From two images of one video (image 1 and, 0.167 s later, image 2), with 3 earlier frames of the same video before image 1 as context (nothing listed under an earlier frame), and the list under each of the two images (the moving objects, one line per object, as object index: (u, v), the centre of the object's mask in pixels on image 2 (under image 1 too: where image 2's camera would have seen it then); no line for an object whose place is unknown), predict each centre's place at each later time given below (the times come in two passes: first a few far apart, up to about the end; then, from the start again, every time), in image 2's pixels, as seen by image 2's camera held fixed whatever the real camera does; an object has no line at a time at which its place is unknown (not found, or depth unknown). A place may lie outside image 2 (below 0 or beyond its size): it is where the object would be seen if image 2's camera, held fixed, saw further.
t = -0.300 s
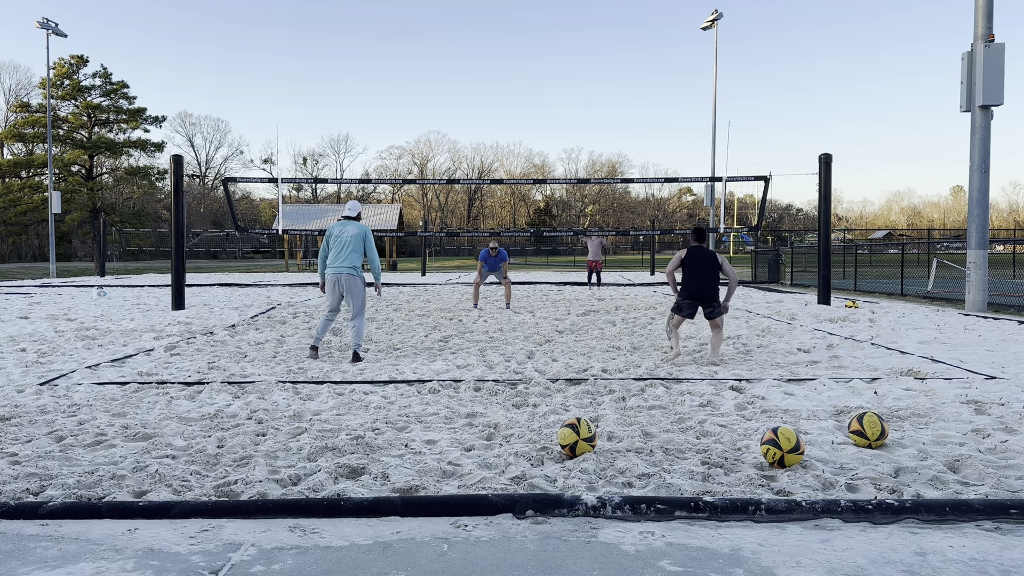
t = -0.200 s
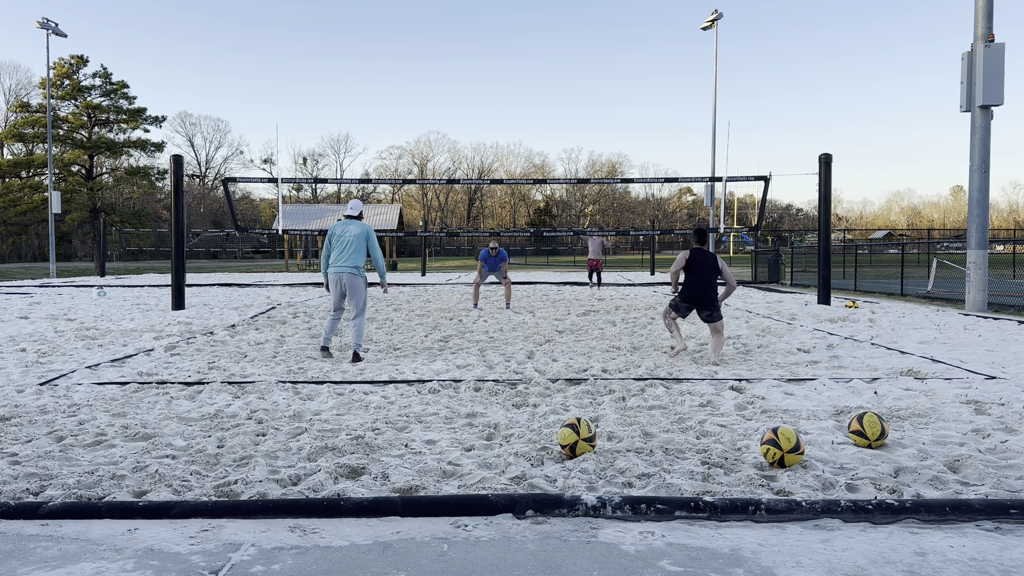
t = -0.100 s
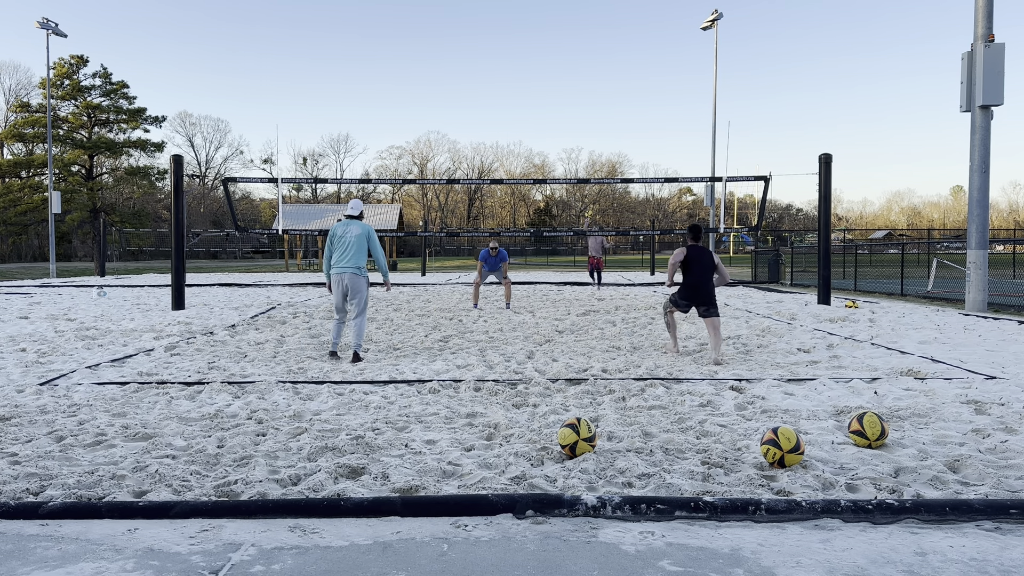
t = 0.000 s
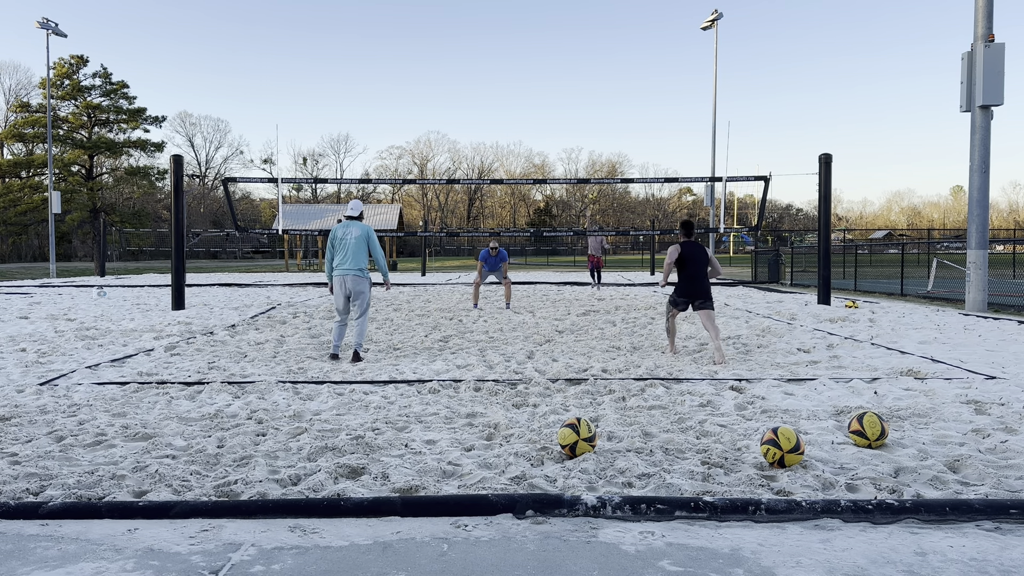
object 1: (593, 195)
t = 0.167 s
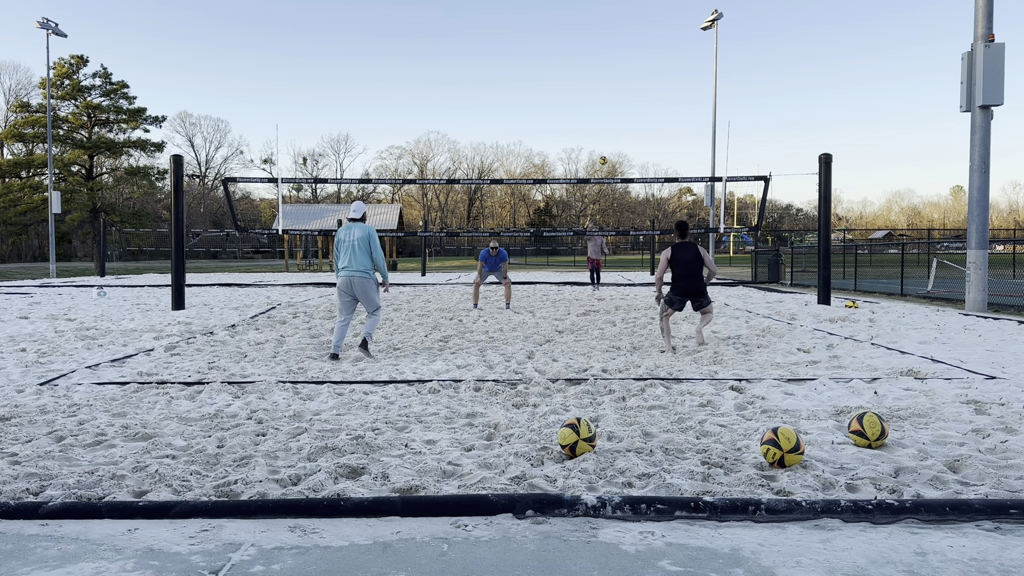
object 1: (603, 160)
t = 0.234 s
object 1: (608, 148)
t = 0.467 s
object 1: (628, 117)
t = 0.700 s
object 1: (655, 107)
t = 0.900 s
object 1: (683, 122)
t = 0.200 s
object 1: (605, 154)
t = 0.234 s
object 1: (608, 148)
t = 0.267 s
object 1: (610, 142)
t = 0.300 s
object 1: (613, 137)
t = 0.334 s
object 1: (616, 132)
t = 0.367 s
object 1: (619, 128)
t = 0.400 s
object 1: (622, 124)
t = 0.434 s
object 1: (625, 120)
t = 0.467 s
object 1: (628, 117)
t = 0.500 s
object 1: (632, 114)
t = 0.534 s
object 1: (635, 111)
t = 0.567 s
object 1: (639, 109)
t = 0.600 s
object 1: (643, 108)
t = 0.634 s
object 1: (647, 107)
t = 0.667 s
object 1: (651, 107)
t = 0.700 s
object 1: (655, 107)
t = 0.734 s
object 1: (659, 108)
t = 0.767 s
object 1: (664, 110)
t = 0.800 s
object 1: (668, 112)
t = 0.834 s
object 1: (673, 115)
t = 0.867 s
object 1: (678, 118)
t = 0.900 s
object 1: (683, 122)
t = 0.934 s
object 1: (688, 127)
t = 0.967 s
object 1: (694, 132)
